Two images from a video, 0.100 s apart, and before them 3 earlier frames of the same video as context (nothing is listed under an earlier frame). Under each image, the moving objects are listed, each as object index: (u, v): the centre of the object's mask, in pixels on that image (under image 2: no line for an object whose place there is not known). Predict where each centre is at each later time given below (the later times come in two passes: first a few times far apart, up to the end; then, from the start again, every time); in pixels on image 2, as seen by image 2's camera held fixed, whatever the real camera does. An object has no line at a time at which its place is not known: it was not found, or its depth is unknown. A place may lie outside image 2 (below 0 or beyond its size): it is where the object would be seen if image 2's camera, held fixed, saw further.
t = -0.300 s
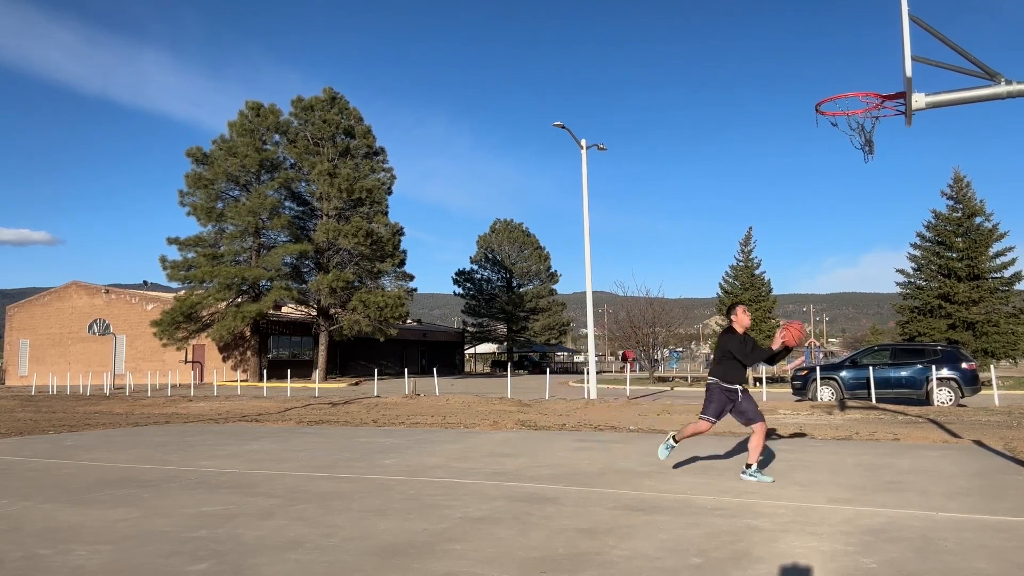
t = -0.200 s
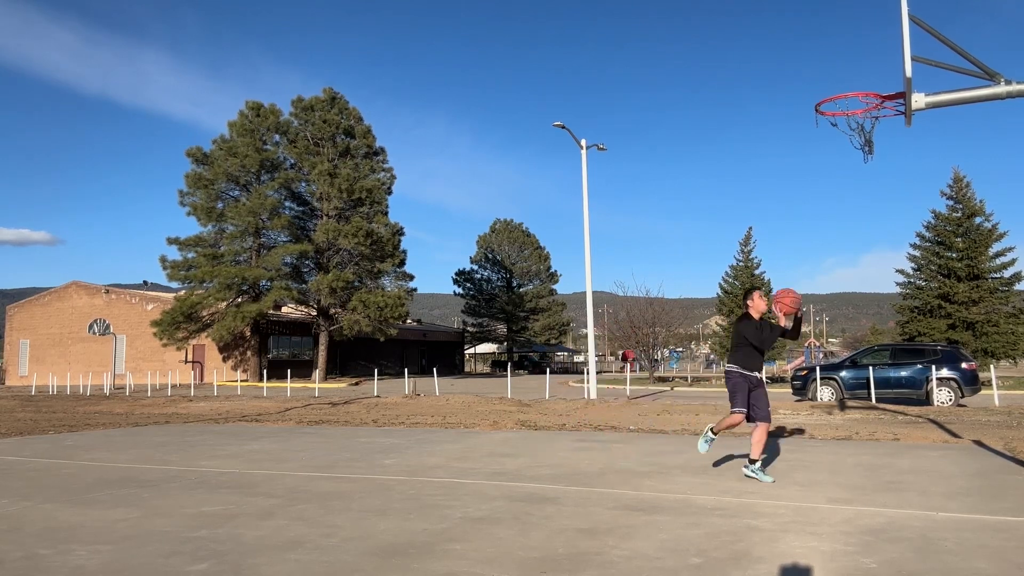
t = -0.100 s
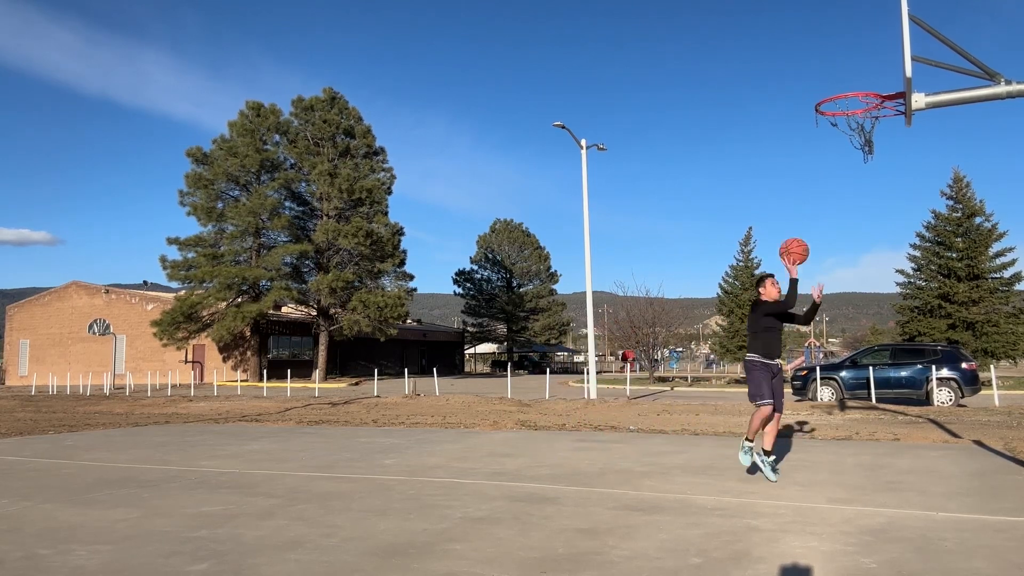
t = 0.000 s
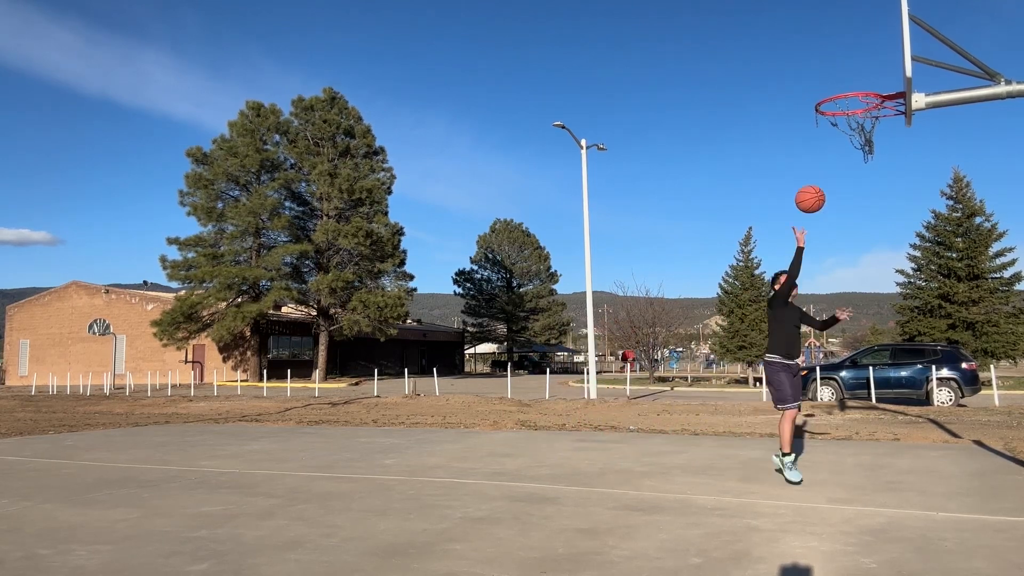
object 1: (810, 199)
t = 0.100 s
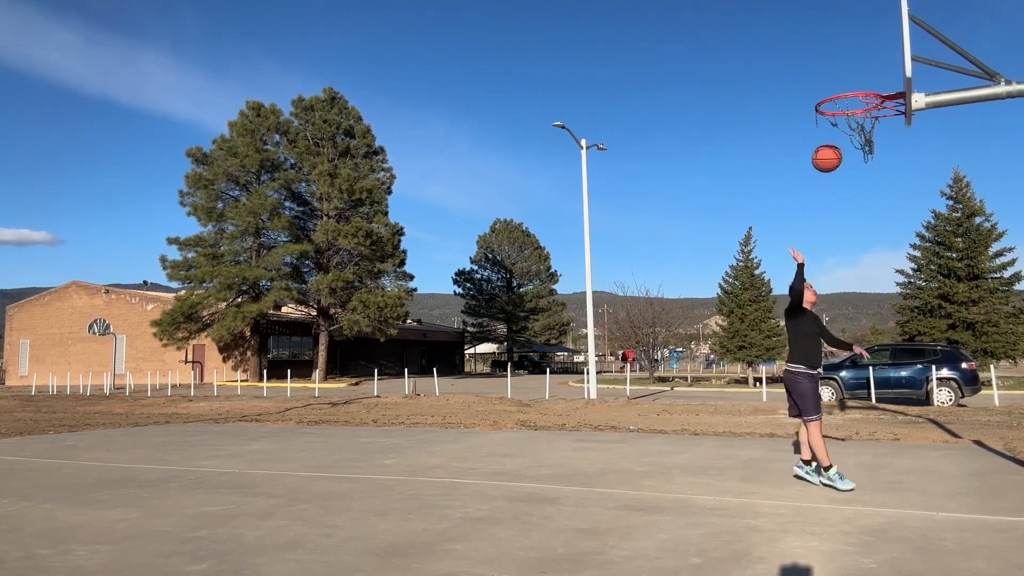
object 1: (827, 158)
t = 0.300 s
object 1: (864, 110)
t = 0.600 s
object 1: (865, 126)
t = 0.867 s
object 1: (833, 227)
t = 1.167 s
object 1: (810, 442)
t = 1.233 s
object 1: (805, 474)
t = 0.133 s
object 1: (833, 147)
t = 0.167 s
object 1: (838, 138)
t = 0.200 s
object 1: (844, 129)
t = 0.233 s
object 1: (851, 121)
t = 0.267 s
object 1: (857, 115)
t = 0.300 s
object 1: (864, 110)
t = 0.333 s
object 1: (869, 108)
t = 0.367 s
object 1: (876, 105)
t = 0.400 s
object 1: (883, 104)
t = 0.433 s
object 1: (890, 104)
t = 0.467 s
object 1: (883, 109)
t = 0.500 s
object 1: (879, 110)
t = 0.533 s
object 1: (874, 112)
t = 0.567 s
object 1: (870, 119)
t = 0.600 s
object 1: (865, 126)
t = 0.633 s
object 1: (861, 134)
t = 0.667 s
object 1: (856, 144)
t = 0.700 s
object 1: (852, 155)
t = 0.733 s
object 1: (848, 166)
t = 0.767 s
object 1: (844, 180)
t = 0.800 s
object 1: (840, 194)
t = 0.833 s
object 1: (837, 210)
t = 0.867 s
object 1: (833, 227)
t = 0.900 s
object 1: (830, 246)
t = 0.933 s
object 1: (827, 265)
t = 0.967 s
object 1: (824, 286)
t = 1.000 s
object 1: (821, 308)
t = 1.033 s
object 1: (818, 332)
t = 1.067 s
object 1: (816, 357)
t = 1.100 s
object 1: (814, 383)
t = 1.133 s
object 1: (812, 412)
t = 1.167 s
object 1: (810, 442)
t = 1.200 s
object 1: (808, 472)
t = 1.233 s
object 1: (805, 474)
